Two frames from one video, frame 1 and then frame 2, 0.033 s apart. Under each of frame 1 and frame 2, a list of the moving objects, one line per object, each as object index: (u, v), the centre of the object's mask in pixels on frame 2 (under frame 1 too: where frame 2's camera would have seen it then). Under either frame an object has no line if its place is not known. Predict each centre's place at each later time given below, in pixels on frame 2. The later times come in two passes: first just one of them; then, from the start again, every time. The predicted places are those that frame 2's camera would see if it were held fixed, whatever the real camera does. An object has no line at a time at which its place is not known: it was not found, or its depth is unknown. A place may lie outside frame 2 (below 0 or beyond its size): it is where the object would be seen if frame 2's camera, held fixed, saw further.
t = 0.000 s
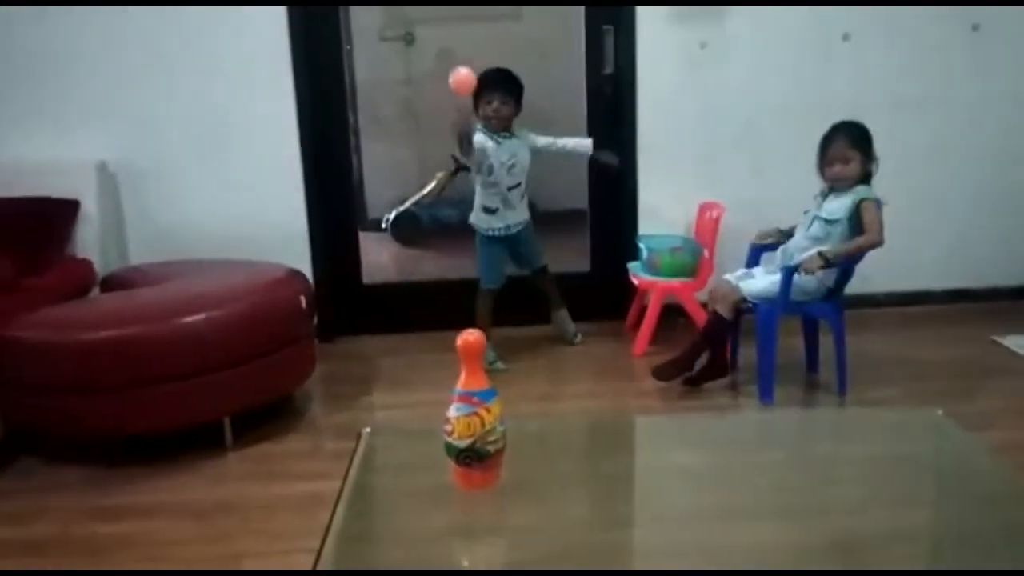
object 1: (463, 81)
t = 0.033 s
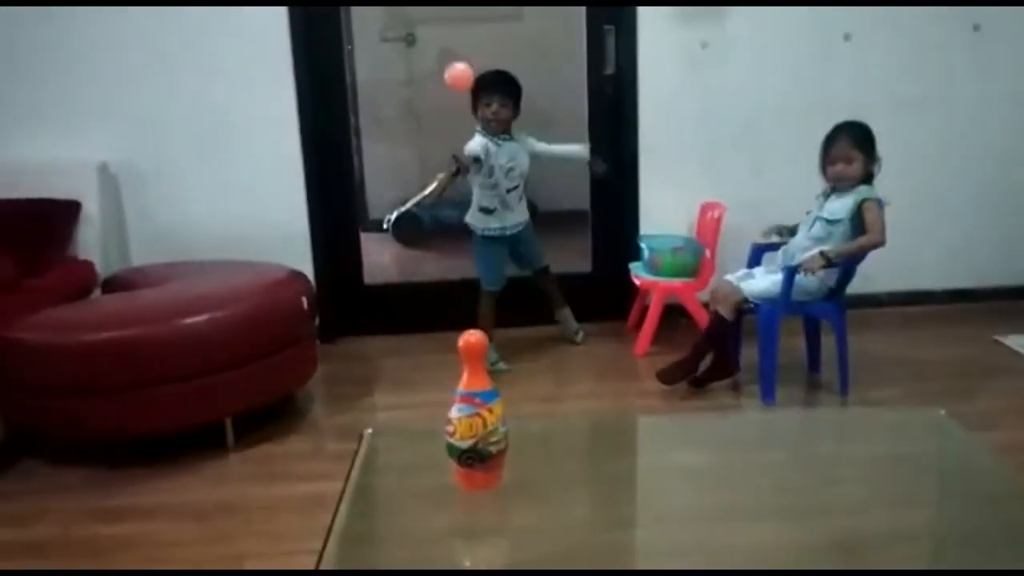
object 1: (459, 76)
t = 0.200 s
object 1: (440, 119)
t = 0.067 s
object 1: (455, 76)
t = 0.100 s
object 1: (450, 80)
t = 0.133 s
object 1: (446, 88)
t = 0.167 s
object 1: (443, 99)
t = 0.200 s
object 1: (440, 119)
